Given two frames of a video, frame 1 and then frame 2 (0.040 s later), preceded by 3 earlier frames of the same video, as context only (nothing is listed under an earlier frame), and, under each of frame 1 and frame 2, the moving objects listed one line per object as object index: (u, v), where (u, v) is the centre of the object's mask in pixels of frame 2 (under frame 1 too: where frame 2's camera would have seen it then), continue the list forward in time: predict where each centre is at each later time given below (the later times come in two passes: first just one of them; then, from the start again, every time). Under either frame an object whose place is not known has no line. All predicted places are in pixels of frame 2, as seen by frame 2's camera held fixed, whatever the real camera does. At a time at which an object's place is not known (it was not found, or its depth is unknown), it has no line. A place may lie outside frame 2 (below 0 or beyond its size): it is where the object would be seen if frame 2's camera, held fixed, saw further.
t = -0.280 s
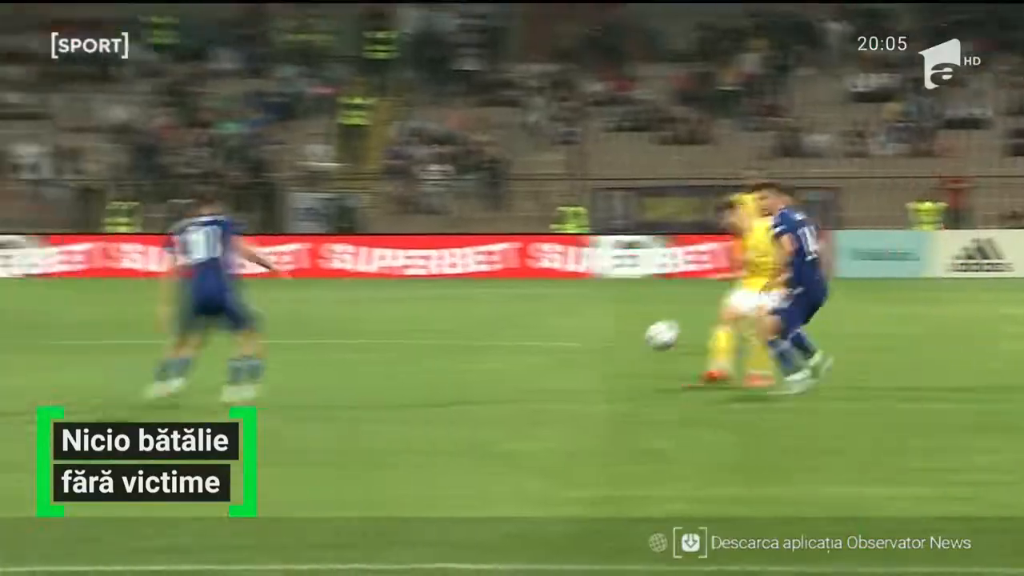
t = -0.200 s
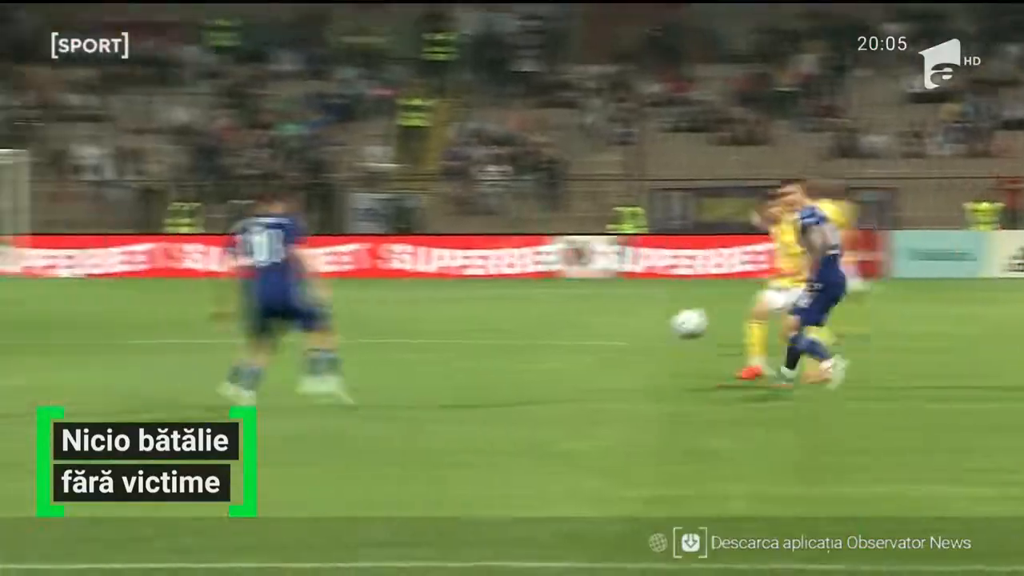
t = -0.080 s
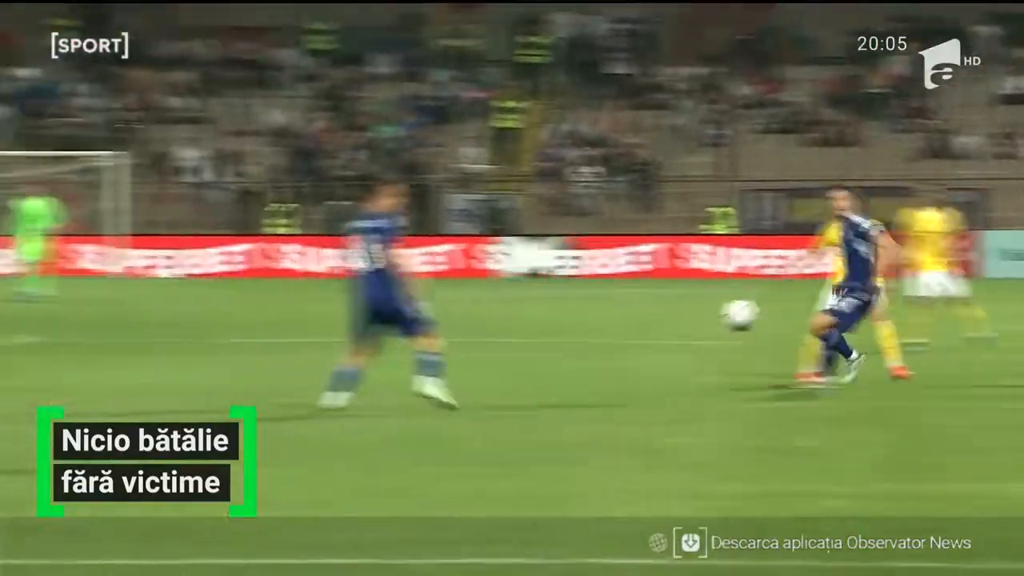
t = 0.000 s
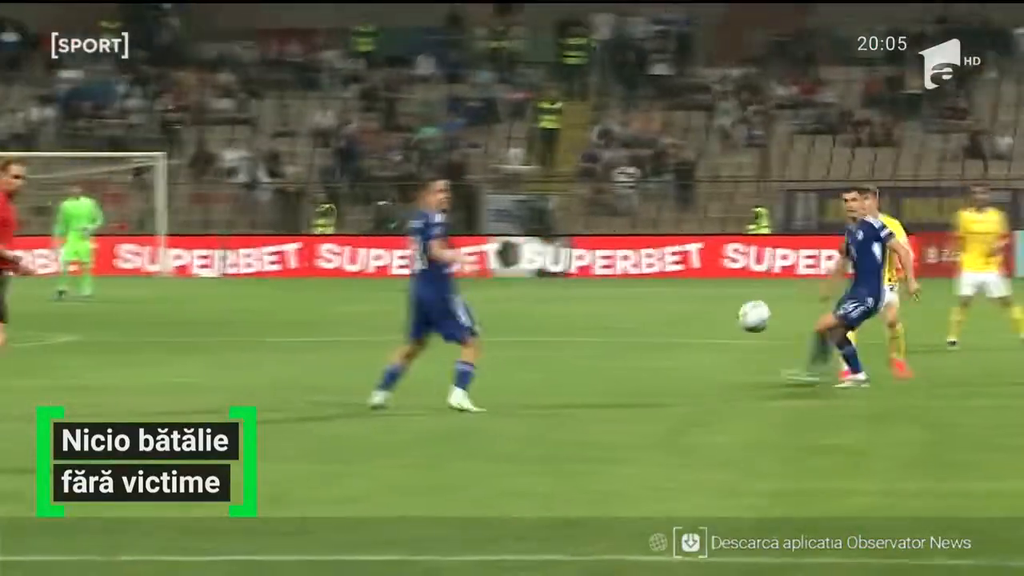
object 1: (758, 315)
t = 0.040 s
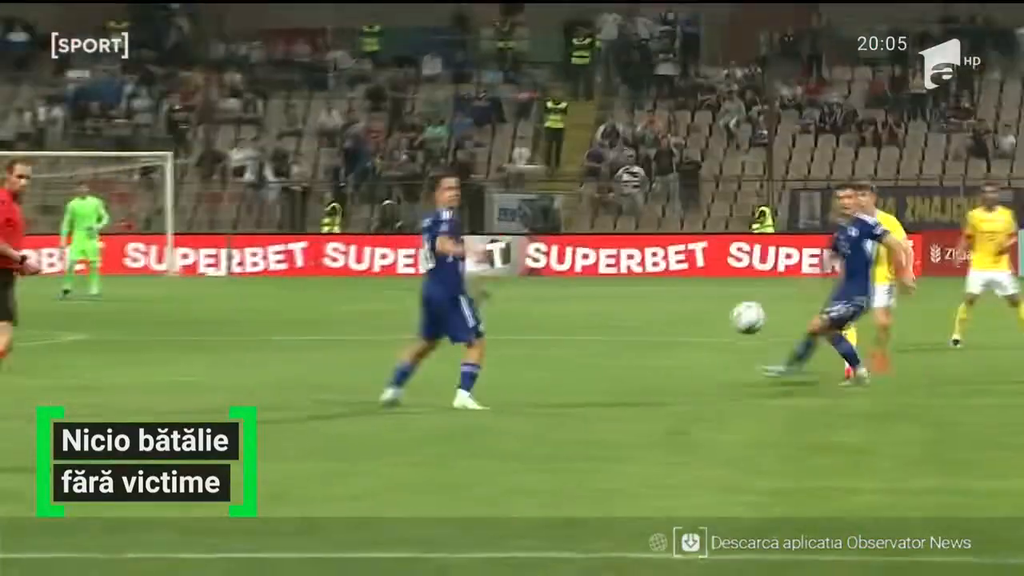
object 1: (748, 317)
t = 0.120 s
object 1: (728, 328)
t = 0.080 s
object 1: (737, 322)
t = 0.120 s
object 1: (728, 328)
